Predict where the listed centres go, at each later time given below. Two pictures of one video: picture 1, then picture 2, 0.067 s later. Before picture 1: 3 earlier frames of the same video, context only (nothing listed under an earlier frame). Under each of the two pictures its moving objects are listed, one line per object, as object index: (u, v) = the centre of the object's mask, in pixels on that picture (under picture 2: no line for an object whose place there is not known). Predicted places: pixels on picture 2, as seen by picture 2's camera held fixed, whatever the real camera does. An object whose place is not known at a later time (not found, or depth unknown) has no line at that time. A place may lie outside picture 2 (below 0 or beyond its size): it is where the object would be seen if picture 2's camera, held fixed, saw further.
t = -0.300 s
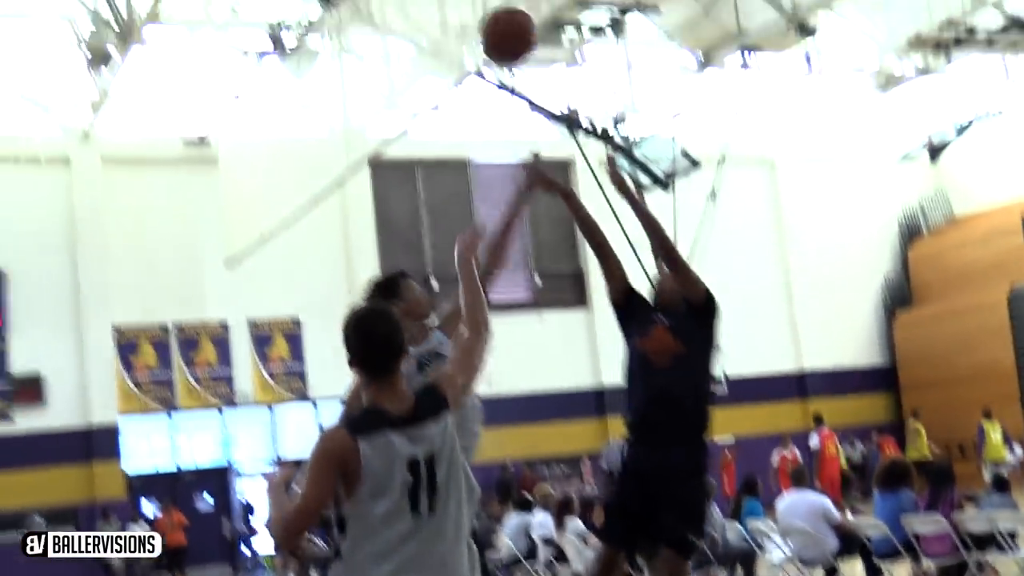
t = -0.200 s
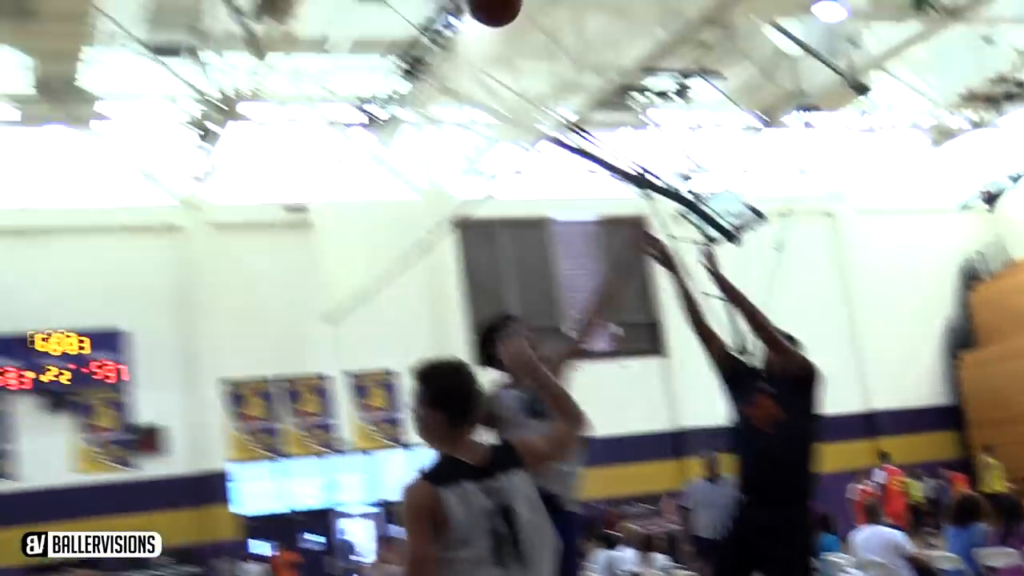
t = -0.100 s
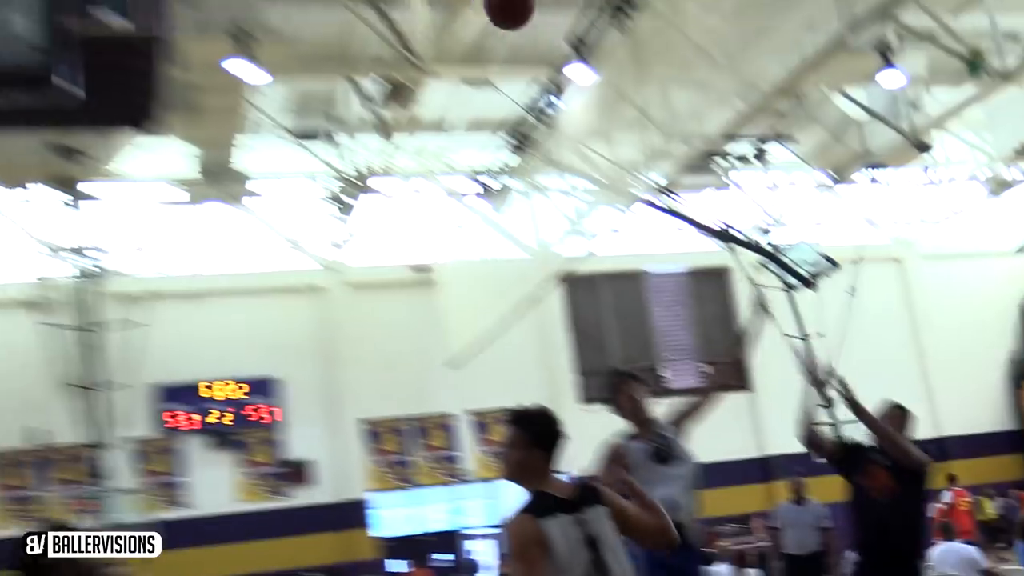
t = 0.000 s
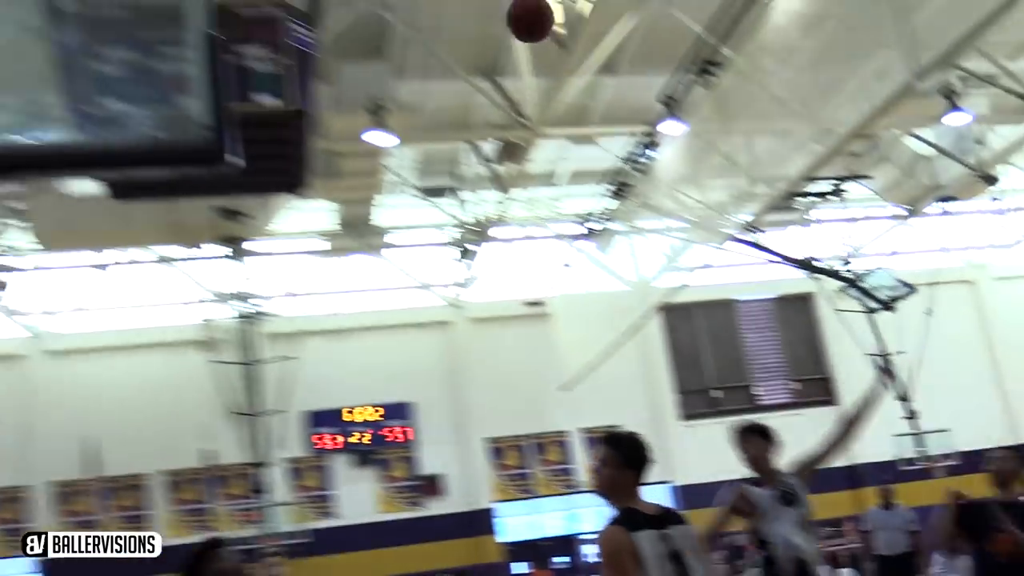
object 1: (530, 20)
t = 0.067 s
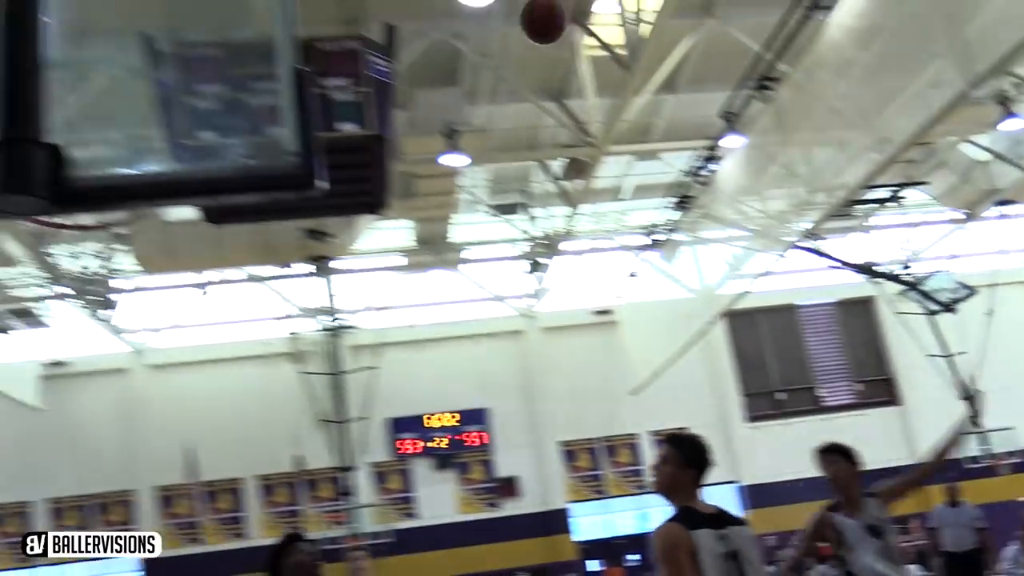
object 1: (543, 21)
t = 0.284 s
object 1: (362, 9)
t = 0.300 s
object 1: (348, 14)
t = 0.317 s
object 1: (337, 18)
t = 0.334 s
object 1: (326, 21)
